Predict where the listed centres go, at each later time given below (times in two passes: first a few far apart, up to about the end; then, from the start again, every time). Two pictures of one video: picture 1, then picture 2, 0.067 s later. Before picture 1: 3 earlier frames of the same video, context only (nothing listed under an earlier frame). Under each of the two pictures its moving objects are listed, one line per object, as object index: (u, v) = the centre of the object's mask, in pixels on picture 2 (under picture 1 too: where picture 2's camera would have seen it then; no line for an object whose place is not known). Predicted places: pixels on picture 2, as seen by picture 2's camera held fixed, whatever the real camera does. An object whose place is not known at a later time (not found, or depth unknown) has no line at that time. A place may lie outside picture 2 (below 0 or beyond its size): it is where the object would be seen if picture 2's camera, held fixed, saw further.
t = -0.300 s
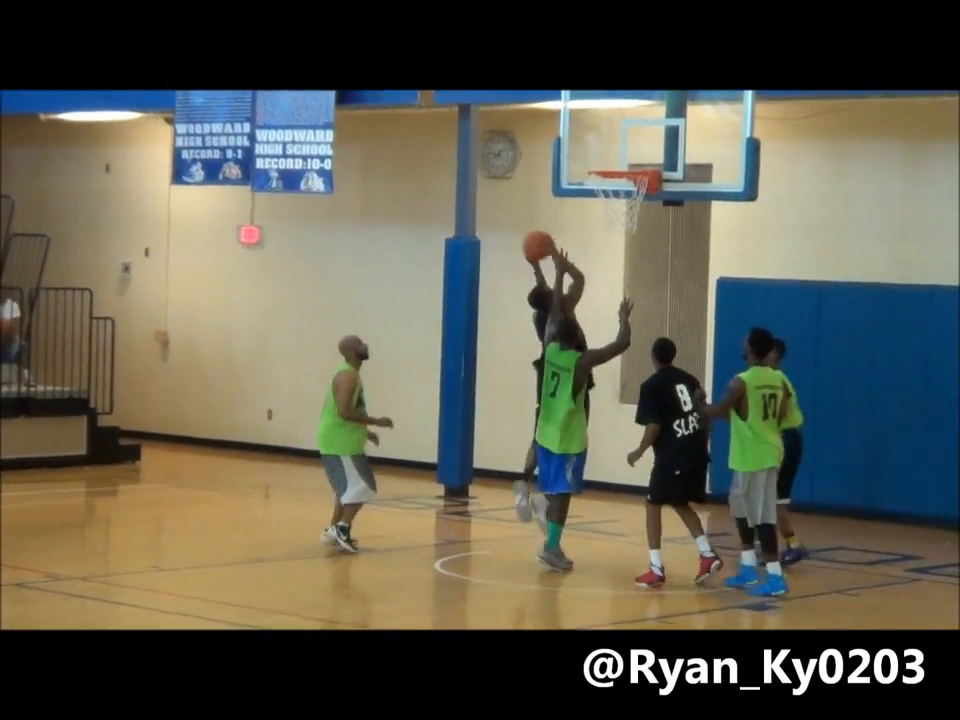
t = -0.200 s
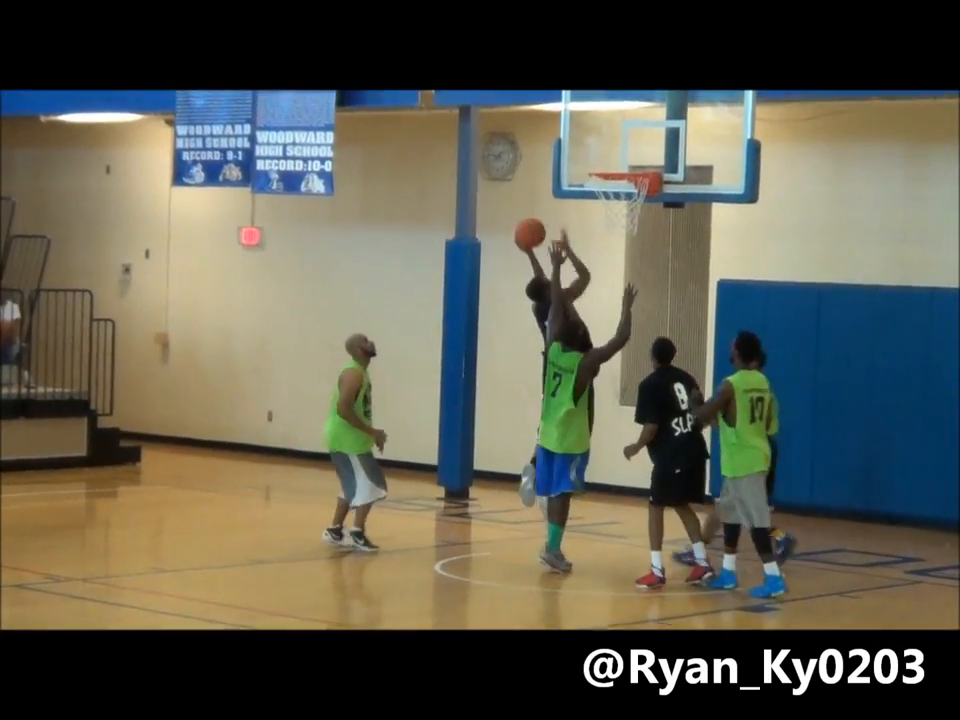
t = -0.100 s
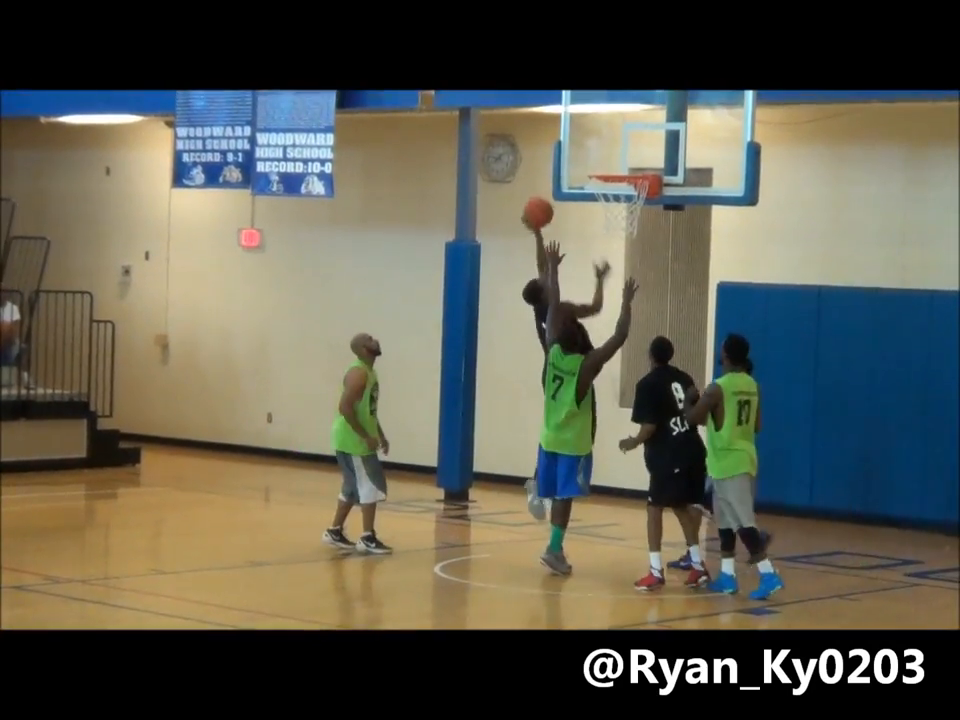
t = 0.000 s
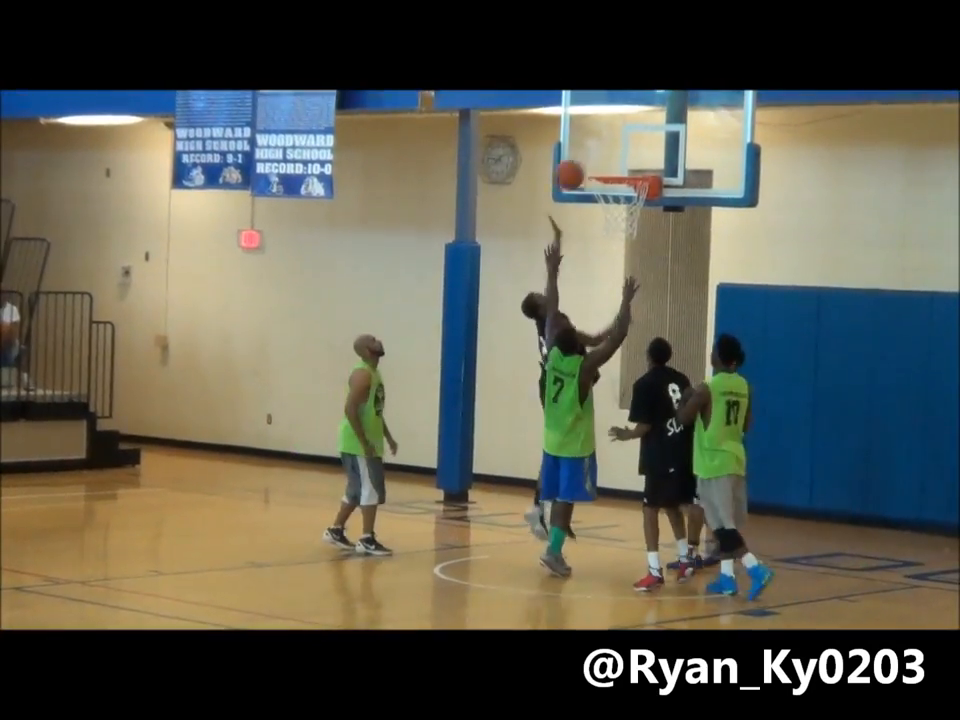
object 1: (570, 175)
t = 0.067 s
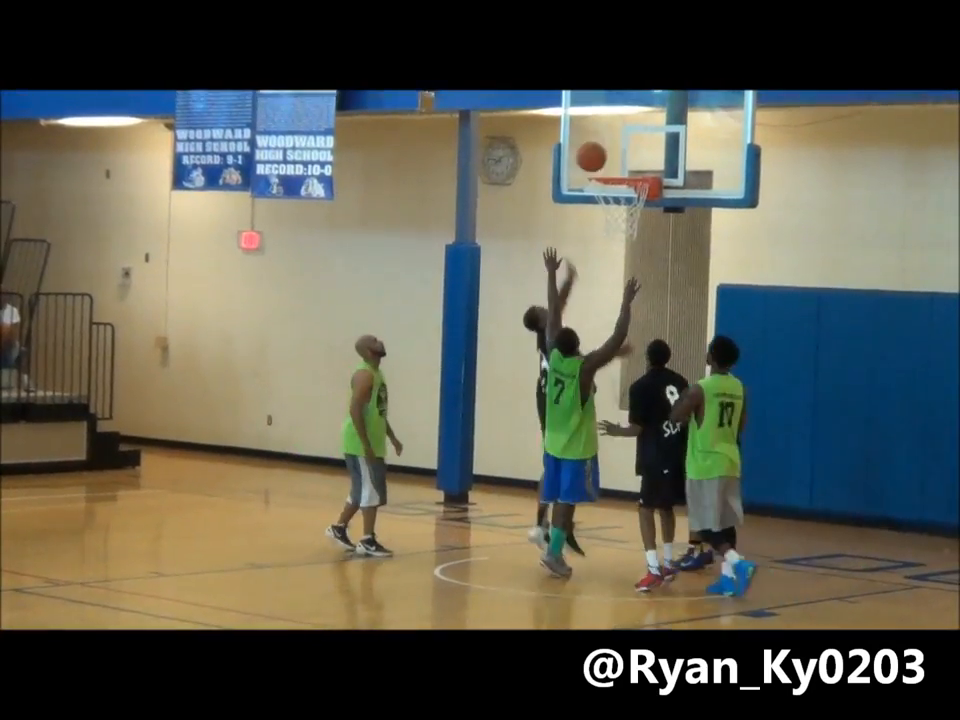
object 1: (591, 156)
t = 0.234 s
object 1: (596, 158)
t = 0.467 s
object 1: (599, 162)
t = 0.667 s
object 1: (614, 185)
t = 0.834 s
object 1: (626, 235)
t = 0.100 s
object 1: (593, 154)
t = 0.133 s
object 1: (594, 153)
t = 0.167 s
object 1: (595, 153)
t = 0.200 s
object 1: (596, 155)
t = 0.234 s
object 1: (596, 158)
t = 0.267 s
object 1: (597, 162)
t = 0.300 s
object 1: (598, 159)
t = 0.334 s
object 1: (598, 157)
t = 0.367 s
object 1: (598, 156)
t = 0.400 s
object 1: (598, 156)
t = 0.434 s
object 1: (599, 158)
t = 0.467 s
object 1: (599, 162)
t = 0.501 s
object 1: (600, 164)
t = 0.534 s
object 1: (603, 165)
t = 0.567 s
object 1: (606, 166)
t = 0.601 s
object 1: (608, 172)
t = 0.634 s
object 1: (611, 178)
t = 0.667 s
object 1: (614, 185)
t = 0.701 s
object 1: (617, 195)
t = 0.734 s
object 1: (621, 203)
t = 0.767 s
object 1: (622, 212)
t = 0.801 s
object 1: (625, 223)
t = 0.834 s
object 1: (626, 235)
